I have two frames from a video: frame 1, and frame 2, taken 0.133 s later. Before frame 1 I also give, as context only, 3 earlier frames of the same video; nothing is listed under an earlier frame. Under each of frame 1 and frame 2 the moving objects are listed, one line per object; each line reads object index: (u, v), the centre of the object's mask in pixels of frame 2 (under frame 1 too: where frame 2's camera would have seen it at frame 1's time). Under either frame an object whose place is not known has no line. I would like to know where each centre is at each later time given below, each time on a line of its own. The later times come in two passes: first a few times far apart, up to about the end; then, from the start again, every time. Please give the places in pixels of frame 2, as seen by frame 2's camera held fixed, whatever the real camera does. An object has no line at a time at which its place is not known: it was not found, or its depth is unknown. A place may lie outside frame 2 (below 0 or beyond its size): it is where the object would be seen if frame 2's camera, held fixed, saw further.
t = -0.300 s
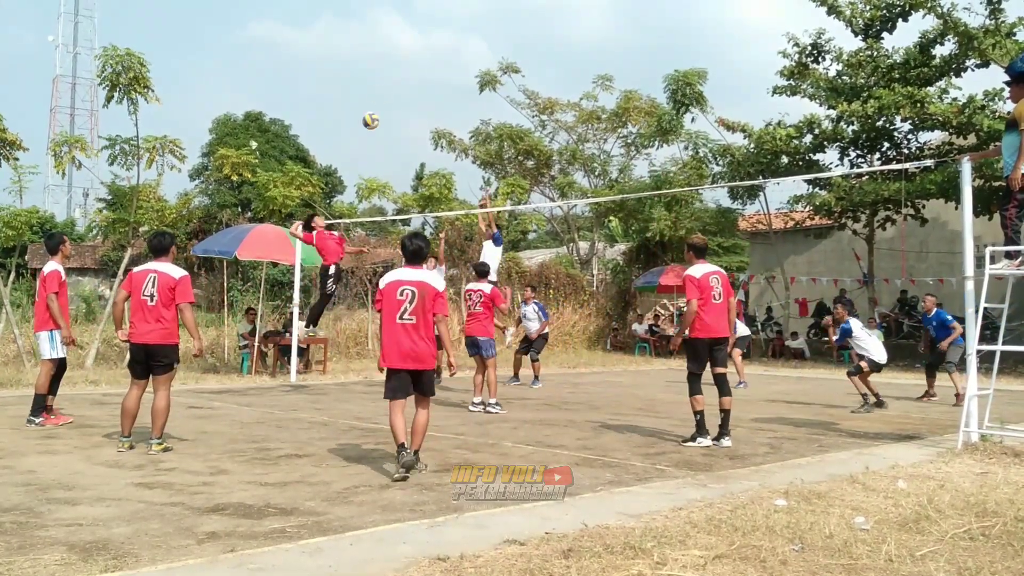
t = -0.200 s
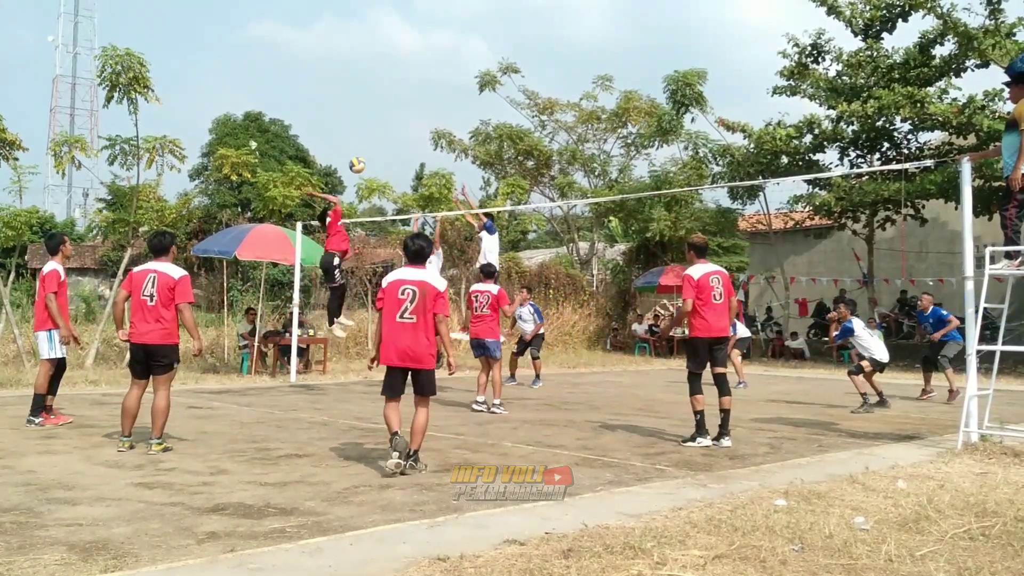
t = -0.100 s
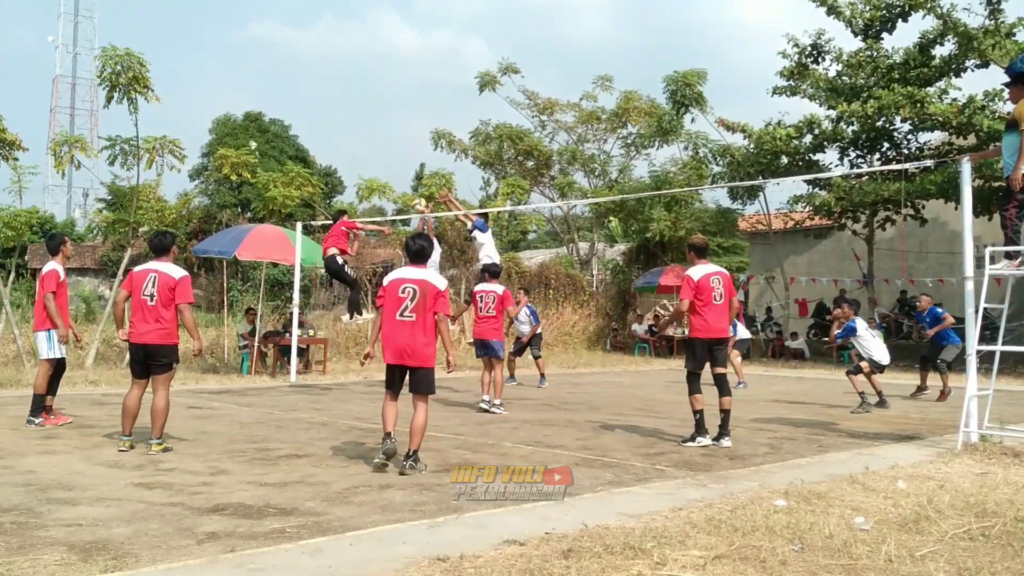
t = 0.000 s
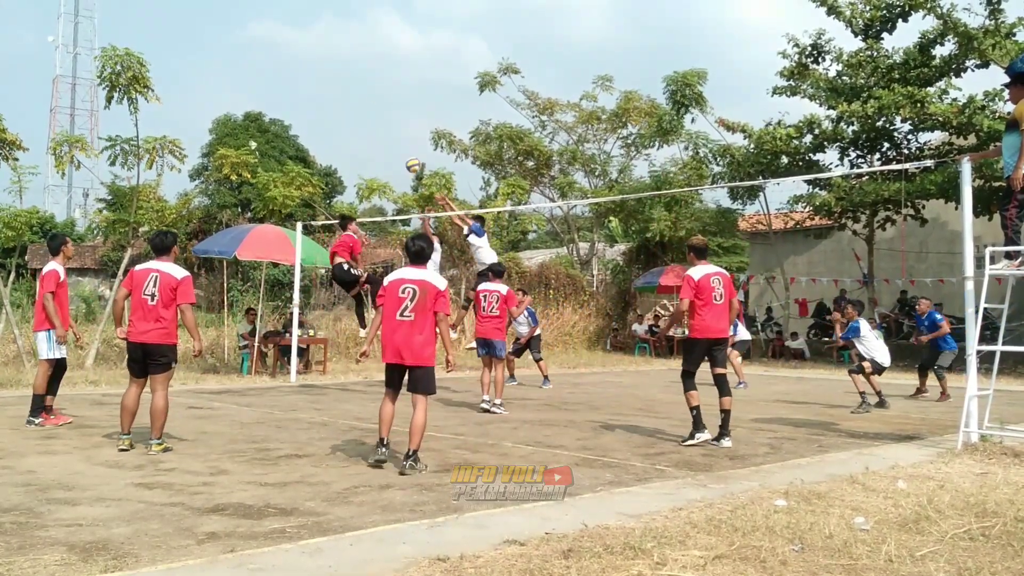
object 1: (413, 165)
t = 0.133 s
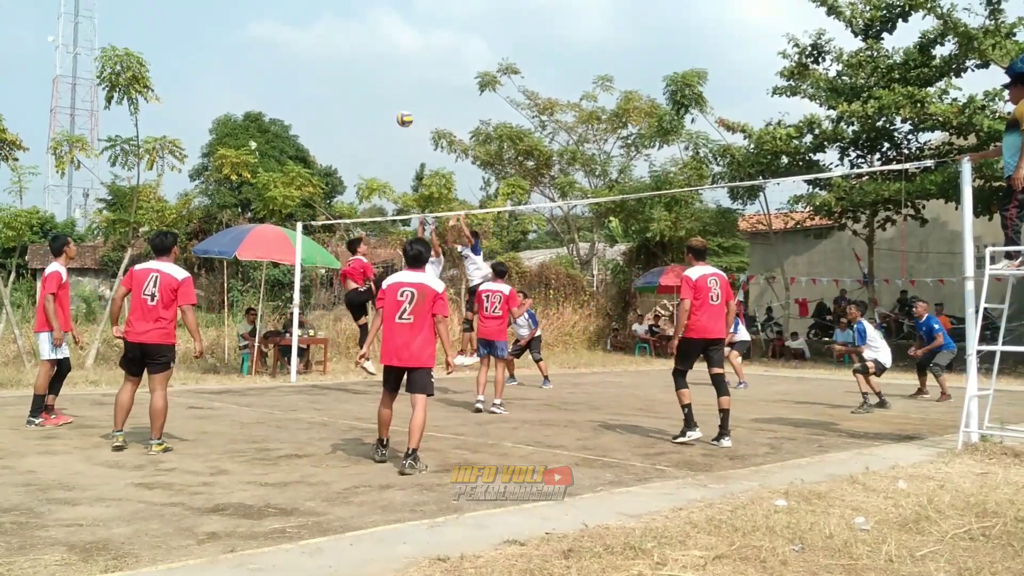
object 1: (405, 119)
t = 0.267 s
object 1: (395, 83)
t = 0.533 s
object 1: (374, 47)
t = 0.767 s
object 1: (353, 65)
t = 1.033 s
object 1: (327, 158)
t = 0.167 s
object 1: (402, 109)
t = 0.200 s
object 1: (400, 99)
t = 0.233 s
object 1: (398, 91)
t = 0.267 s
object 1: (395, 83)
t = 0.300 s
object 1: (393, 76)
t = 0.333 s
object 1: (390, 69)
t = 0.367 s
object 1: (387, 64)
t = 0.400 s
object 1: (384, 59)
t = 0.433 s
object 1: (382, 55)
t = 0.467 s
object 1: (379, 51)
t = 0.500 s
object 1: (376, 49)
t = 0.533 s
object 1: (374, 47)
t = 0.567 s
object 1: (371, 47)
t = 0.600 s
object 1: (368, 47)
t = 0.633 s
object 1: (365, 48)
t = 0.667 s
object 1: (362, 51)
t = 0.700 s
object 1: (359, 54)
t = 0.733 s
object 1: (356, 59)
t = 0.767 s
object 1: (353, 65)
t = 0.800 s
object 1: (350, 72)
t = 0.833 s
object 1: (347, 80)
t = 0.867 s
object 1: (344, 90)
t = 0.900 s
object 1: (340, 101)
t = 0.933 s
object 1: (337, 113)
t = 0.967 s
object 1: (333, 127)
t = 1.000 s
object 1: (330, 142)
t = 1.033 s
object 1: (327, 158)
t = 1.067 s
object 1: (323, 176)
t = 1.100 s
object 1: (319, 196)
